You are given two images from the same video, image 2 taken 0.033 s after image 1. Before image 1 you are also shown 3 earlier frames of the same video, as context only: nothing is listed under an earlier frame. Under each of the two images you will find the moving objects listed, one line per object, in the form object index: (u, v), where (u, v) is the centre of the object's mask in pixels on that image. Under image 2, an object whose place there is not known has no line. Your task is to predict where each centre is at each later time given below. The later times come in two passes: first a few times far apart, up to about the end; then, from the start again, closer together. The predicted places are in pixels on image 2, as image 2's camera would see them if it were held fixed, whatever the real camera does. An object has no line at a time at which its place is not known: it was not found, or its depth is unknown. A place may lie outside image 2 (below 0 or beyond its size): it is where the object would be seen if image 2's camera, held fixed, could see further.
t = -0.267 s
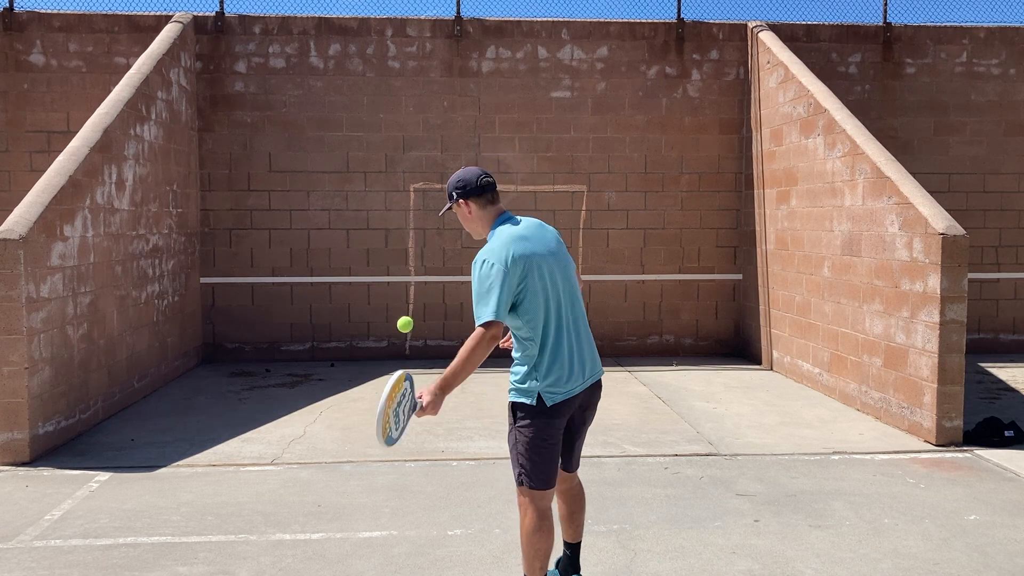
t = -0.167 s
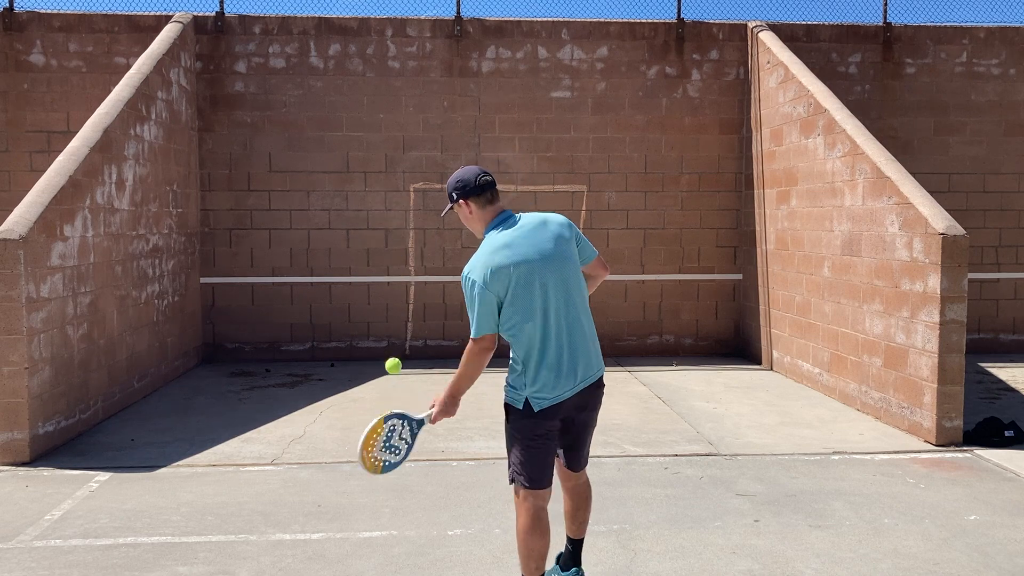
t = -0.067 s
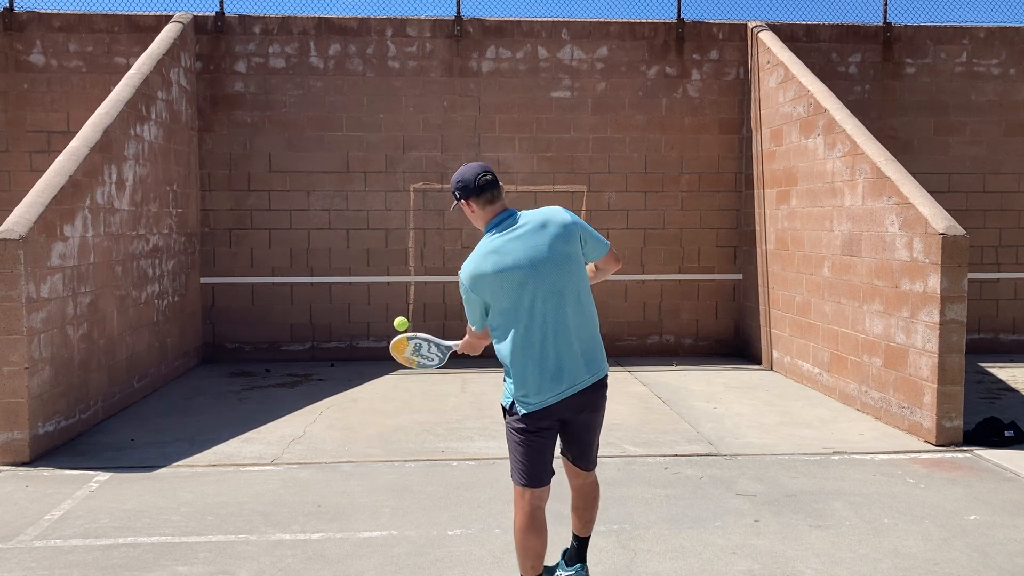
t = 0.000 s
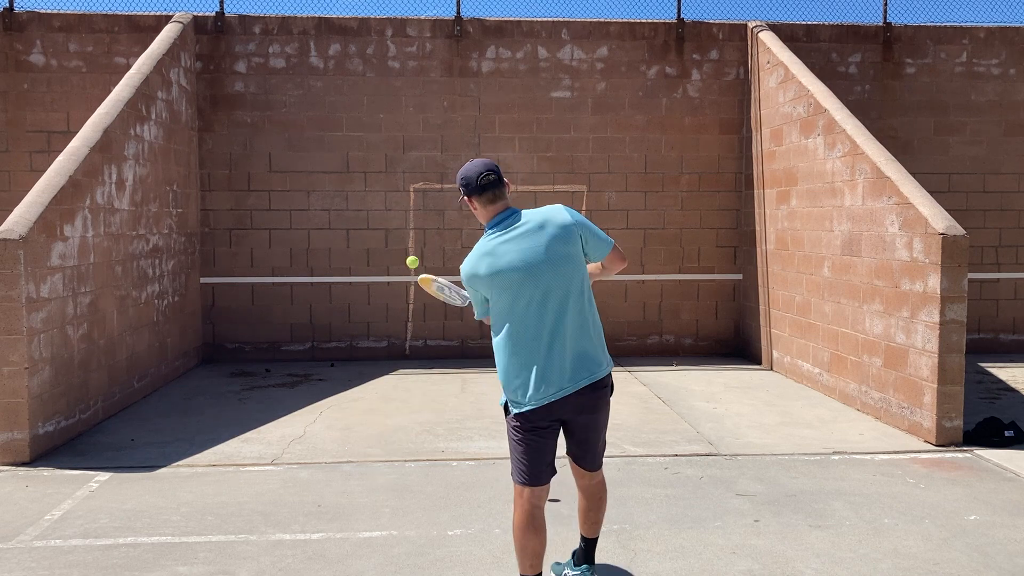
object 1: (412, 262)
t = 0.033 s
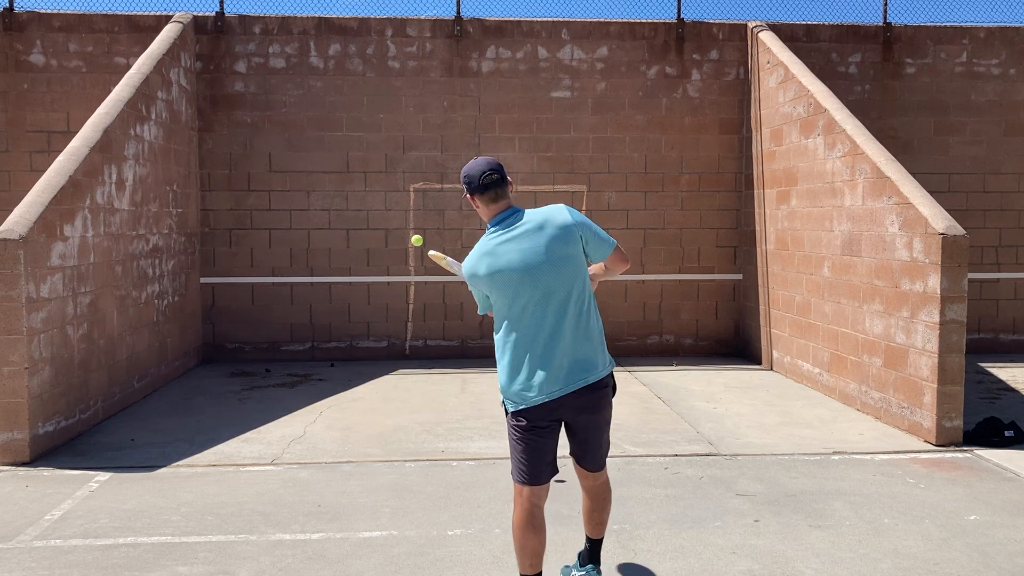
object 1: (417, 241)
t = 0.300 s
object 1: (437, 181)
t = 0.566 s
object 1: (445, 191)
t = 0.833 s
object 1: (451, 253)
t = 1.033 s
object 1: (459, 389)
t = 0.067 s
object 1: (421, 223)
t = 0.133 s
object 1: (427, 200)
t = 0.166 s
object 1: (429, 192)
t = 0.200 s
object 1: (432, 187)
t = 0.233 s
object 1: (434, 184)
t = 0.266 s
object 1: (436, 182)
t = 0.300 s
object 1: (437, 181)
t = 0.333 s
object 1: (439, 182)
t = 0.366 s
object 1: (440, 184)
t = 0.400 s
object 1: (441, 187)
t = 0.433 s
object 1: (442, 190)
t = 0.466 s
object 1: (443, 190)
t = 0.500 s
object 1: (444, 190)
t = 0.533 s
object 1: (444, 190)
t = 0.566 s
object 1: (445, 191)
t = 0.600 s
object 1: (446, 194)
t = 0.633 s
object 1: (446, 198)
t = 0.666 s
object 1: (447, 203)
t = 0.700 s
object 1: (448, 210)
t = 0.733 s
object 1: (448, 218)
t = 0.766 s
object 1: (449, 228)
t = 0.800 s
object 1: (450, 239)
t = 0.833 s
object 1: (451, 253)
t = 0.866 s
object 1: (453, 270)
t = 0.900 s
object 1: (454, 287)
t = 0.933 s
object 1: (455, 309)
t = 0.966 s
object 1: (456, 332)
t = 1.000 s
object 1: (457, 359)
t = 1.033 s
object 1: (459, 389)
